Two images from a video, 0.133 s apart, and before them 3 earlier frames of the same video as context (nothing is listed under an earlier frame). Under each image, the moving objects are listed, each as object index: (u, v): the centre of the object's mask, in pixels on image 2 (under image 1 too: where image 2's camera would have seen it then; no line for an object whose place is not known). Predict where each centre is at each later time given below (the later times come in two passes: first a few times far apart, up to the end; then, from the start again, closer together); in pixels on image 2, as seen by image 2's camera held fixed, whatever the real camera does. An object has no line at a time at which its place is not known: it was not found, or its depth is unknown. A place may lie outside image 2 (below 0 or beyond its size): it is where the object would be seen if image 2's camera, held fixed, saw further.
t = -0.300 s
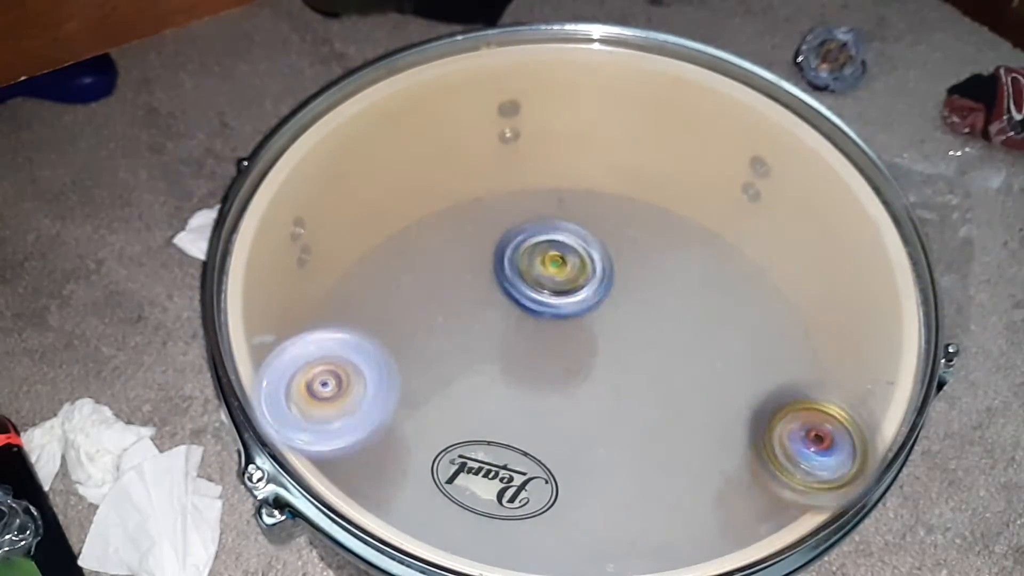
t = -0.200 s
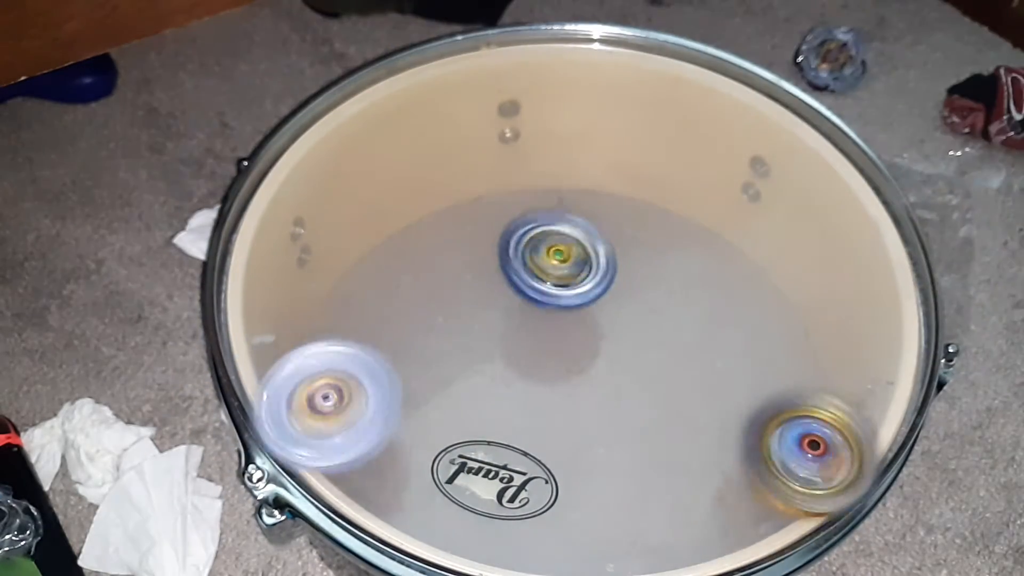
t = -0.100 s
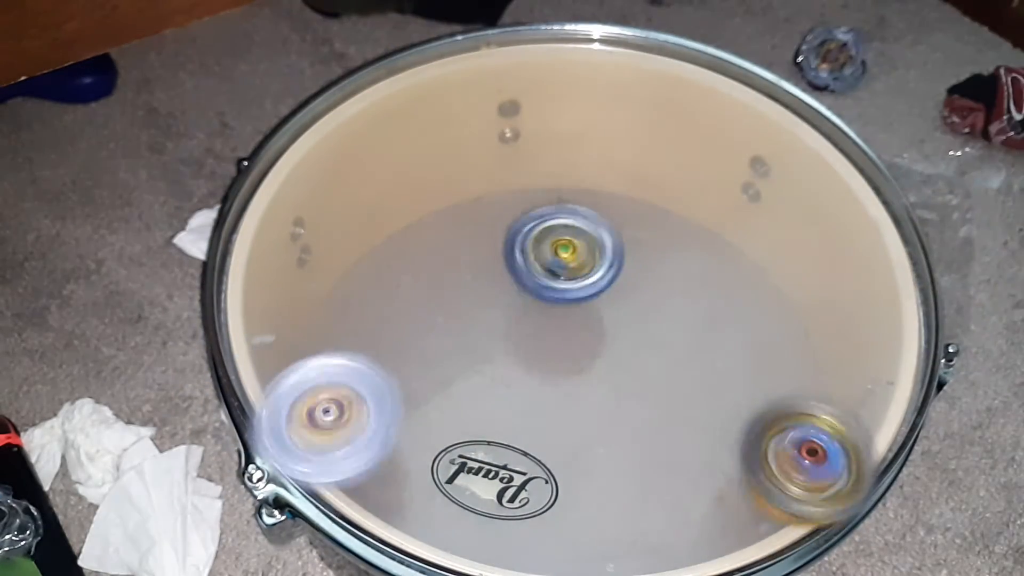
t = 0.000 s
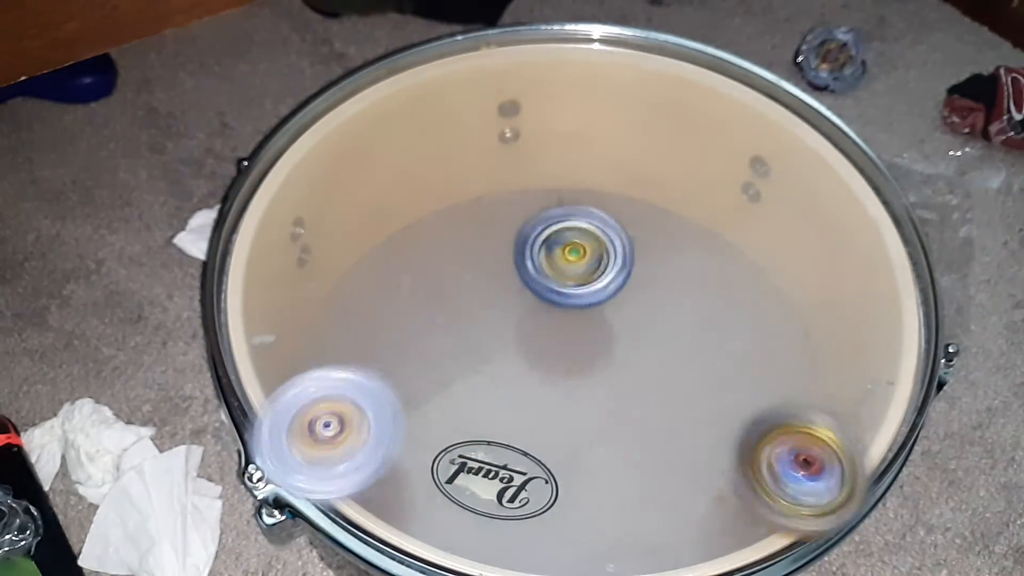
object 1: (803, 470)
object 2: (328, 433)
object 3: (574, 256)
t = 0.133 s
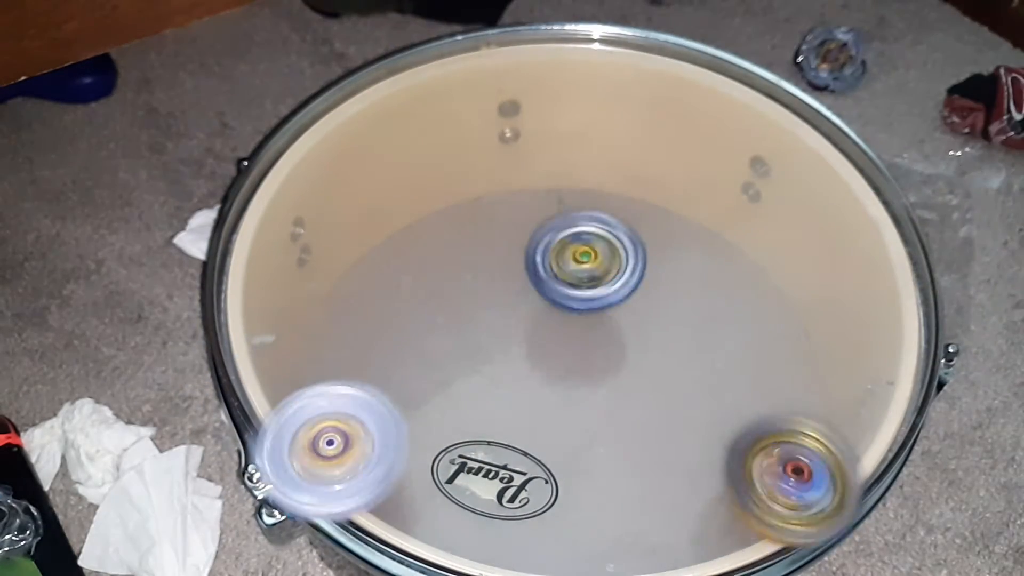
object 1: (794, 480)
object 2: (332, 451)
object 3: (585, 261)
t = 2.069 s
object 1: (608, 422)
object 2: (387, 373)
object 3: (518, 250)
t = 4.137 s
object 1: (524, 427)
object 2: (266, 389)
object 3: (508, 243)
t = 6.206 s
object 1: (456, 372)
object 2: (314, 331)
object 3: (485, 226)
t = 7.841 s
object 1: (446, 404)
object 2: (297, 384)
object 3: (468, 229)
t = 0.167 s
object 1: (789, 483)
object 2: (332, 453)
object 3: (584, 264)
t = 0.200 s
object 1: (788, 484)
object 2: (334, 454)
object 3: (583, 266)
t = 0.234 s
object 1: (786, 487)
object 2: (335, 455)
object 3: (587, 268)
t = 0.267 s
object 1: (780, 487)
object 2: (338, 456)
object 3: (587, 272)
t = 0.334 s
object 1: (774, 491)
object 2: (345, 458)
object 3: (580, 277)
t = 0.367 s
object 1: (772, 489)
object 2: (348, 458)
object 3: (576, 278)
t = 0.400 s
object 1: (770, 492)
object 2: (352, 459)
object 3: (577, 281)
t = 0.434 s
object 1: (767, 491)
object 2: (354, 459)
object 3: (572, 283)
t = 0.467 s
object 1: (762, 492)
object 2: (360, 458)
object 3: (566, 284)
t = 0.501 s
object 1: (759, 491)
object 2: (361, 459)
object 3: (562, 284)
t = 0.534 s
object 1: (753, 492)
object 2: (364, 458)
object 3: (558, 282)
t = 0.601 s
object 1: (745, 492)
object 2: (370, 457)
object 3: (548, 282)
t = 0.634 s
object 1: (740, 492)
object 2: (375, 455)
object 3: (543, 279)
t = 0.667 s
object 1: (735, 494)
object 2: (377, 456)
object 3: (541, 277)
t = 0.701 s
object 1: (728, 491)
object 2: (380, 454)
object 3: (539, 273)
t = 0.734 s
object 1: (728, 493)
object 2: (385, 453)
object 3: (538, 272)
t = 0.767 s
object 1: (717, 495)
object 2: (388, 451)
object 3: (533, 269)
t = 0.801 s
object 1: (718, 490)
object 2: (392, 448)
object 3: (532, 264)
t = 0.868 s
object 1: (709, 489)
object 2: (397, 446)
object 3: (535, 259)
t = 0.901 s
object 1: (707, 490)
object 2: (401, 443)
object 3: (536, 258)
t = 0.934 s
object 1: (699, 488)
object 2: (402, 441)
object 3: (534, 255)
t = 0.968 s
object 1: (697, 485)
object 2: (407, 438)
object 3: (537, 250)
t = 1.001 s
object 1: (696, 487)
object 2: (407, 438)
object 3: (541, 250)
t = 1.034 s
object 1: (690, 483)
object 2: (410, 434)
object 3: (544, 250)
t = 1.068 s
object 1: (687, 480)
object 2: (413, 432)
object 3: (546, 252)
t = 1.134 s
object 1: (678, 476)
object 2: (418, 425)
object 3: (552, 248)
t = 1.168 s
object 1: (672, 476)
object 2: (418, 424)
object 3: (557, 250)
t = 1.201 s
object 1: (671, 471)
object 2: (420, 420)
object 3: (559, 252)
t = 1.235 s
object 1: (669, 471)
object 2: (422, 419)
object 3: (559, 256)
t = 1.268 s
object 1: (662, 468)
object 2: (422, 415)
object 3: (558, 257)
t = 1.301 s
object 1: (661, 466)
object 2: (424, 411)
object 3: (562, 258)
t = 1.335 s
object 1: (656, 465)
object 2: (423, 409)
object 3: (565, 262)
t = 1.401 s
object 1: (653, 462)
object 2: (424, 405)
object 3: (561, 268)
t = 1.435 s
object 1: (646, 459)
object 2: (424, 401)
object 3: (557, 269)
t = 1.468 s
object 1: (645, 456)
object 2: (425, 399)
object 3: (557, 271)
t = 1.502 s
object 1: (642, 455)
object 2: (424, 396)
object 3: (556, 274)
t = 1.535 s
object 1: (637, 453)
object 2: (424, 393)
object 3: (550, 277)
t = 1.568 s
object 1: (638, 448)
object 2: (422, 391)
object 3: (546, 277)
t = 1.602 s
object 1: (637, 449)
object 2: (421, 388)
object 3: (541, 277)
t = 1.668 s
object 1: (630, 441)
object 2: (417, 385)
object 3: (534, 278)
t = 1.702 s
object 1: (630, 438)
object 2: (417, 383)
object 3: (527, 277)
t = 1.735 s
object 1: (628, 439)
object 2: (414, 381)
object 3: (524, 275)
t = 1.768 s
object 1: (625, 435)
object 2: (413, 378)
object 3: (522, 273)
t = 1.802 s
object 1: (624, 435)
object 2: (410, 377)
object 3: (520, 270)
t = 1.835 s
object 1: (620, 430)
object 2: (408, 376)
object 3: (517, 269)
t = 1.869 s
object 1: (620, 429)
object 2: (405, 376)
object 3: (513, 266)
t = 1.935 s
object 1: (614, 423)
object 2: (400, 375)
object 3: (515, 261)
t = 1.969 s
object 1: (614, 424)
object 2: (396, 374)
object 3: (516, 258)
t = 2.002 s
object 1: (609, 423)
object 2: (395, 373)
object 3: (518, 256)
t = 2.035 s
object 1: (609, 419)
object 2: (390, 374)
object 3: (517, 254)
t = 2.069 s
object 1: (608, 422)
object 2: (387, 373)
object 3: (518, 250)
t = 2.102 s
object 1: (604, 417)
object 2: (384, 374)
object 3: (522, 249)
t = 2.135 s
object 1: (605, 417)
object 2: (379, 374)
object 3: (525, 249)
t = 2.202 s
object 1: (599, 413)
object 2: (373, 377)
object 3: (528, 252)
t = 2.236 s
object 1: (600, 415)
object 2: (371, 378)
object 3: (530, 249)
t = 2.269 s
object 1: (594, 412)
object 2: (367, 380)
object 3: (537, 249)
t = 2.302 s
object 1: (595, 409)
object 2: (364, 381)
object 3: (539, 252)
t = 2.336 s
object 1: (596, 412)
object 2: (360, 384)
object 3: (540, 254)
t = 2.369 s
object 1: (591, 407)
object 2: (356, 386)
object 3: (539, 258)
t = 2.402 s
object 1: (593, 408)
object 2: (352, 389)
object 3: (536, 260)
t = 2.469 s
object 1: (588, 403)
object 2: (345, 395)
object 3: (540, 265)
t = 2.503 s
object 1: (590, 405)
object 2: (340, 398)
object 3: (538, 267)
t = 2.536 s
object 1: (586, 402)
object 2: (337, 401)
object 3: (534, 270)
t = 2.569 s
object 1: (588, 401)
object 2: (332, 405)
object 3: (529, 270)
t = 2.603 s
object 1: (587, 403)
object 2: (329, 408)
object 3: (528, 272)
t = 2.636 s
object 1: (585, 397)
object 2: (325, 412)
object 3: (527, 273)
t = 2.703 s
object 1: (584, 398)
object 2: (316, 421)
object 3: (515, 273)
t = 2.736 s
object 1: (585, 394)
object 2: (312, 424)
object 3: (511, 273)
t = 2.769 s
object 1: (586, 397)
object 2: (308, 428)
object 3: (509, 270)
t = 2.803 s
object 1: (583, 393)
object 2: (303, 431)
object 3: (509, 270)
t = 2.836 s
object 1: (586, 393)
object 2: (303, 432)
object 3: (504, 268)
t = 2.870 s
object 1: (583, 394)
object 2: (304, 430)
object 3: (498, 264)
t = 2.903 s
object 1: (583, 390)
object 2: (302, 430)
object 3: (497, 261)
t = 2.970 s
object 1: (582, 390)
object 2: (304, 431)
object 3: (501, 255)
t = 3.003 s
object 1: (583, 389)
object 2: (303, 430)
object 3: (501, 254)
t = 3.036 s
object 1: (583, 390)
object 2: (304, 428)
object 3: (498, 252)
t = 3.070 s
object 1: (580, 389)
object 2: (304, 428)
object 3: (499, 246)
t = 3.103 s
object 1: (581, 389)
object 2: (308, 425)
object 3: (501, 244)
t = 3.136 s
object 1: (579, 391)
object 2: (308, 424)
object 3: (506, 242)
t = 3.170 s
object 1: (577, 389)
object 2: (309, 424)
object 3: (511, 245)
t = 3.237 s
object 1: (574, 391)
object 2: (312, 420)
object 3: (513, 243)
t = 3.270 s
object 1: (575, 390)
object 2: (311, 419)
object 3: (516, 242)
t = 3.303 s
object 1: (574, 392)
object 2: (312, 417)
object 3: (518, 242)
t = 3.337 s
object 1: (571, 394)
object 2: (312, 416)
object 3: (521, 243)
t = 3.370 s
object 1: (571, 392)
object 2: (313, 413)
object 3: (521, 247)
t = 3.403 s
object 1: (571, 396)
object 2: (312, 413)
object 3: (518, 248)
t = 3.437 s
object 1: (567, 394)
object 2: (311, 411)
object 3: (520, 250)
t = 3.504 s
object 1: (565, 398)
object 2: (310, 407)
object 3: (519, 253)
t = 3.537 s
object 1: (563, 399)
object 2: (309, 407)
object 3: (517, 255)
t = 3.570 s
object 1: (563, 401)
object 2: (308, 405)
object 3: (514, 255)
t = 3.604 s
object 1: (560, 404)
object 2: (308, 404)
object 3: (512, 256)
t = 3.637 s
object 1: (559, 403)
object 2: (305, 402)
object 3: (510, 256)
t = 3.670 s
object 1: (560, 406)
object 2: (304, 402)
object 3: (506, 256)
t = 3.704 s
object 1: (554, 408)
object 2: (301, 401)
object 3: (503, 254)
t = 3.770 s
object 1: (554, 412)
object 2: (296, 399)
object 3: (500, 251)
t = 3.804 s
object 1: (548, 412)
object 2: (294, 400)
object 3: (499, 249)
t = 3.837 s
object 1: (549, 413)
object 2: (290, 399)
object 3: (498, 247)
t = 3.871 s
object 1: (547, 417)
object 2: (288, 400)
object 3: (498, 245)
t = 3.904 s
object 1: (542, 417)
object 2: (284, 399)
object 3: (501, 244)
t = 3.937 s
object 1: (543, 418)
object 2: (282, 399)
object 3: (501, 244)
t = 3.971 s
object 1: (540, 422)
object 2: (278, 399)
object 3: (501, 241)
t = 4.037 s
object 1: (534, 423)
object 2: (270, 396)
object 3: (505, 239)
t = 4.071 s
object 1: (530, 427)
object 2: (269, 394)
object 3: (508, 238)
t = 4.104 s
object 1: (525, 426)
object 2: (267, 392)
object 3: (509, 241)
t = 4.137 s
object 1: (524, 427)
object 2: (266, 389)
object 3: (508, 243)
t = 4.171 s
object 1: (521, 431)
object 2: (263, 386)
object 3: (508, 244)
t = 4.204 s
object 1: (514, 430)
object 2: (264, 384)
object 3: (511, 244)
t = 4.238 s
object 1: (515, 431)
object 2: (262, 380)
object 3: (511, 245)
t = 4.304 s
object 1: (504, 433)
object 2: (261, 375)
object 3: (511, 248)
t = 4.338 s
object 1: (503, 433)
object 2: (262, 372)
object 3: (508, 249)
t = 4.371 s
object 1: (500, 435)
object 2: (262, 369)
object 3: (507, 248)
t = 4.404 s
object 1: (493, 436)
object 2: (263, 367)
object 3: (506, 249)
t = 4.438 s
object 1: (491, 434)
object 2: (261, 363)
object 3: (501, 250)
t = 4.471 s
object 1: (488, 436)
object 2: (261, 363)
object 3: (499, 248)
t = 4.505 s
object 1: (485, 435)
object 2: (261, 360)
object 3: (497, 248)
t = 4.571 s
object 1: (482, 429)
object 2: (259, 358)
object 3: (497, 244)
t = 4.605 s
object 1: (481, 432)
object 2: (257, 358)
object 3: (496, 243)
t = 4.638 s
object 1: (475, 428)
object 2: (258, 355)
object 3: (493, 240)
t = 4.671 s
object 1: (473, 424)
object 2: (255, 356)
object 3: (492, 238)
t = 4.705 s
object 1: (472, 423)
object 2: (255, 354)
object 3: (493, 237)
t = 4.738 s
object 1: (469, 420)
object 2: (252, 355)
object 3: (494, 234)
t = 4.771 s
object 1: (466, 418)
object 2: (252, 354)
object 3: (497, 234)
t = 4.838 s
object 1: (462, 412)
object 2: (250, 354)
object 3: (499, 237)
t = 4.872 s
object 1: (459, 411)
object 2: (248, 354)
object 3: (500, 236)
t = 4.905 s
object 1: (455, 408)
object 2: (249, 353)
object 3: (499, 237)
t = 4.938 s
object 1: (454, 404)
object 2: (246, 353)
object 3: (499, 236)
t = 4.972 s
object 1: (457, 402)
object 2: (246, 353)
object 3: (499, 237)
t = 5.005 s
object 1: (456, 403)
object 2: (246, 353)
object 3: (498, 238)
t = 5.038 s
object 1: (452, 400)
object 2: (247, 353)
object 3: (499, 239)
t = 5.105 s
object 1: (451, 394)
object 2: (249, 351)
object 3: (498, 242)
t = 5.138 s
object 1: (452, 391)
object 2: (251, 350)
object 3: (496, 241)
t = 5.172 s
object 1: (451, 388)
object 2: (253, 352)
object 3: (494, 242)
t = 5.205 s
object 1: (449, 385)
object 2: (257, 349)
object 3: (492, 241)
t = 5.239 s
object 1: (451, 382)
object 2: (257, 351)
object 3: (492, 240)
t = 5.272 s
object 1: (450, 382)
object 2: (260, 350)
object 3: (493, 238)
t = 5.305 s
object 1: (447, 376)
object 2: (262, 351)
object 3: (489, 237)
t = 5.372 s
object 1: (451, 376)
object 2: (267, 350)
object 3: (486, 233)
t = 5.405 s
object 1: (446, 371)
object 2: (272, 350)
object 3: (485, 232)
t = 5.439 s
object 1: (450, 367)
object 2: (274, 350)
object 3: (487, 230)
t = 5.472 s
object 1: (454, 368)
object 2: (277, 350)
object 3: (490, 230)
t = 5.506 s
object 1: (451, 368)
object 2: (279, 350)
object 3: (492, 232)
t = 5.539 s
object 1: (449, 367)
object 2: (282, 350)
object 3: (492, 232)
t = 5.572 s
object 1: (451, 363)
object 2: (284, 349)
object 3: (492, 232)
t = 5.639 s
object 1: (454, 365)
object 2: (290, 348)
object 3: (494, 231)
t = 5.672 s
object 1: (455, 362)
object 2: (291, 348)
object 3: (497, 232)
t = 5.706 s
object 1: (456, 364)
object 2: (294, 346)
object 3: (497, 233)
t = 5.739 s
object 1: (457, 364)
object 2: (295, 346)
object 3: (498, 234)
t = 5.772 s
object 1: (459, 363)
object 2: (299, 345)
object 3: (497, 235)
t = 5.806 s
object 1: (462, 362)
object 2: (301, 343)
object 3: (495, 237)
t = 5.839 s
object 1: (461, 366)
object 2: (303, 343)
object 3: (492, 236)
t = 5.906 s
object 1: (461, 365)
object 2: (306, 342)
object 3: (489, 238)
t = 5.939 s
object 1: (463, 367)
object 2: (308, 339)
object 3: (488, 237)
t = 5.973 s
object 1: (462, 368)
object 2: (309, 339)
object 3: (488, 237)
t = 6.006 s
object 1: (464, 368)
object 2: (310, 337)
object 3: (486, 237)
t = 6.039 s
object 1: (462, 371)
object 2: (310, 336)
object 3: (486, 235)
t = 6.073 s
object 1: (459, 371)
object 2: (313, 334)
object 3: (488, 234)
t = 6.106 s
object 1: (461, 371)
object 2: (312, 334)
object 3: (486, 233)
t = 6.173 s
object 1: (458, 374)
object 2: (313, 331)
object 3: (483, 227)
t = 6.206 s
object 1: (456, 372)
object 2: (314, 331)
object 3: (485, 226)
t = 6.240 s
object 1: (454, 373)
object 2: (314, 329)
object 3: (486, 225)
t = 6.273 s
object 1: (452, 375)
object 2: (314, 329)
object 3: (489, 224)
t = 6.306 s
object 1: (451, 373)
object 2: (314, 327)
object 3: (491, 226)
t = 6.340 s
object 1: (449, 375)
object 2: (312, 327)
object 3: (490, 227)
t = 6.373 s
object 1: (445, 376)
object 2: (314, 326)
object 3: (489, 228)
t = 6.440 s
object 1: (444, 371)
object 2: (311, 326)
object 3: (487, 231)
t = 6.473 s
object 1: (443, 372)
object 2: (311, 325)
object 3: (490, 230)
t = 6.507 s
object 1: (438, 373)
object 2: (311, 325)
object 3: (494, 233)
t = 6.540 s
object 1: (435, 370)
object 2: (309, 323)
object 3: (493, 236)
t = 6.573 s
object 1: (435, 371)
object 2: (305, 326)
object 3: (492, 237)
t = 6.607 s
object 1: (436, 371)
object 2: (303, 324)
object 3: (489, 239)
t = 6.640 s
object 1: (439, 370)
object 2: (297, 325)
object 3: (485, 240)
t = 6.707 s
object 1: (440, 372)
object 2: (290, 324)
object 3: (482, 241)
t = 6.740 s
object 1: (444, 372)
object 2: (288, 327)
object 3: (480, 241)
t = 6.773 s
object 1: (445, 374)
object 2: (284, 326)
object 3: (477, 241)
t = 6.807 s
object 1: (445, 373)
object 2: (279, 330)
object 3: (476, 240)
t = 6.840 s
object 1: (449, 373)
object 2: (276, 330)
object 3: (473, 240)
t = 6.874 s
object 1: (449, 376)
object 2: (271, 333)
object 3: (471, 238)
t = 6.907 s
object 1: (449, 376)
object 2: (270, 335)
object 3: (473, 236)
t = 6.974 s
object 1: (453, 378)
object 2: (263, 340)
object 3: (477, 233)
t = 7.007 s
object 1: (451, 380)
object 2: (261, 341)
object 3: (477, 232)
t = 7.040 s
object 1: (454, 379)
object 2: (256, 347)
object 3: (476, 231)
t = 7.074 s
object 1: (457, 383)
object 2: (256, 348)
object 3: (475, 228)
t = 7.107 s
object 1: (454, 385)
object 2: (253, 351)
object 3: (477, 225)
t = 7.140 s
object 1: (452, 381)
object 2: (254, 355)
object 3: (481, 224)
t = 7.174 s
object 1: (457, 383)
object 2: (253, 357)
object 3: (483, 224)
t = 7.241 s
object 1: (451, 393)
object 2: (253, 363)
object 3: (487, 229)
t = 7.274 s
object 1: (448, 389)
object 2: (253, 366)
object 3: (484, 231)
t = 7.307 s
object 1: (449, 387)
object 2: (257, 368)
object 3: (483, 231)
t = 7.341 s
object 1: (450, 390)
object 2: (260, 370)
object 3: (485, 231)
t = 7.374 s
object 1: (450, 393)
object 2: (264, 374)
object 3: (488, 233)
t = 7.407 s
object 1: (445, 393)
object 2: (266, 374)
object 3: (488, 233)
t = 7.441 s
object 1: (441, 391)
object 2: (266, 377)
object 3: (489, 235)
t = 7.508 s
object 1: (437, 390)
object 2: (278, 380)
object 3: (484, 238)
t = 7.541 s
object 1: (434, 391)
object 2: (285, 382)
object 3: (481, 237)
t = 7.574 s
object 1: (428, 392)
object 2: (289, 383)
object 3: (479, 237)
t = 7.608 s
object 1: (435, 392)
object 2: (282, 388)
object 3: (476, 236)
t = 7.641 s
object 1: (442, 395)
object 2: (276, 391)
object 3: (476, 235)
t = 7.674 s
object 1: (443, 401)
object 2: (271, 394)
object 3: (476, 235)
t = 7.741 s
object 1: (437, 408)
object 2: (273, 399)
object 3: (470, 231)
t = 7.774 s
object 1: (436, 409)
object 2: (285, 395)
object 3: (471, 230)
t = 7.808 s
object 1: (437, 411)
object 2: (296, 390)
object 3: (470, 230)
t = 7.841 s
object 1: (446, 404)
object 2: (297, 384)
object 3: (468, 229)
